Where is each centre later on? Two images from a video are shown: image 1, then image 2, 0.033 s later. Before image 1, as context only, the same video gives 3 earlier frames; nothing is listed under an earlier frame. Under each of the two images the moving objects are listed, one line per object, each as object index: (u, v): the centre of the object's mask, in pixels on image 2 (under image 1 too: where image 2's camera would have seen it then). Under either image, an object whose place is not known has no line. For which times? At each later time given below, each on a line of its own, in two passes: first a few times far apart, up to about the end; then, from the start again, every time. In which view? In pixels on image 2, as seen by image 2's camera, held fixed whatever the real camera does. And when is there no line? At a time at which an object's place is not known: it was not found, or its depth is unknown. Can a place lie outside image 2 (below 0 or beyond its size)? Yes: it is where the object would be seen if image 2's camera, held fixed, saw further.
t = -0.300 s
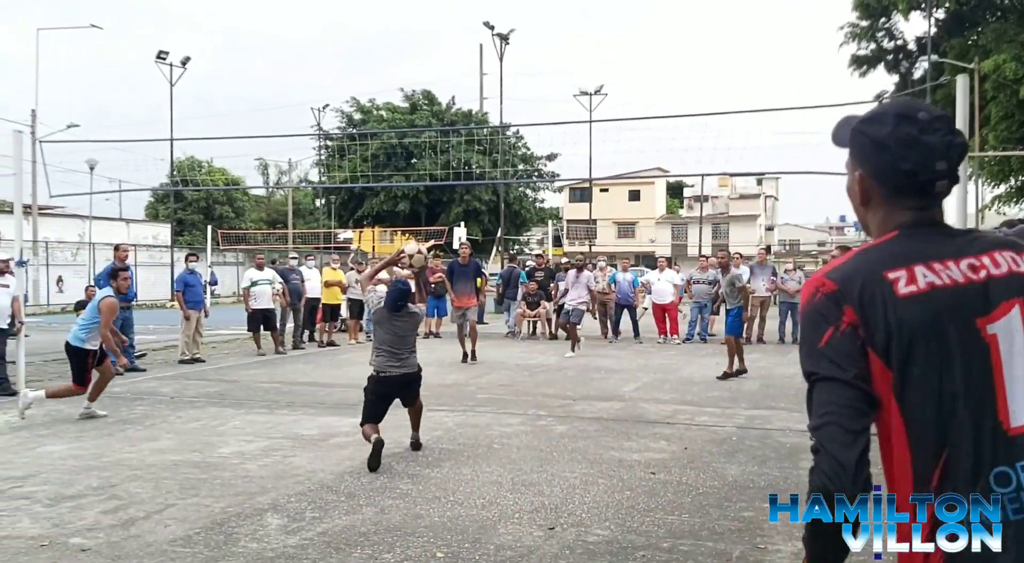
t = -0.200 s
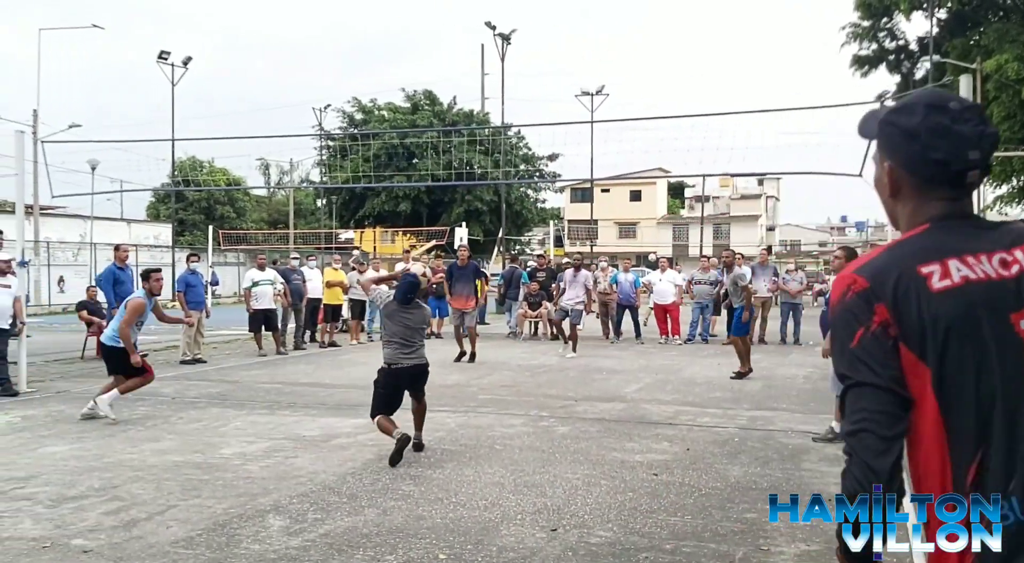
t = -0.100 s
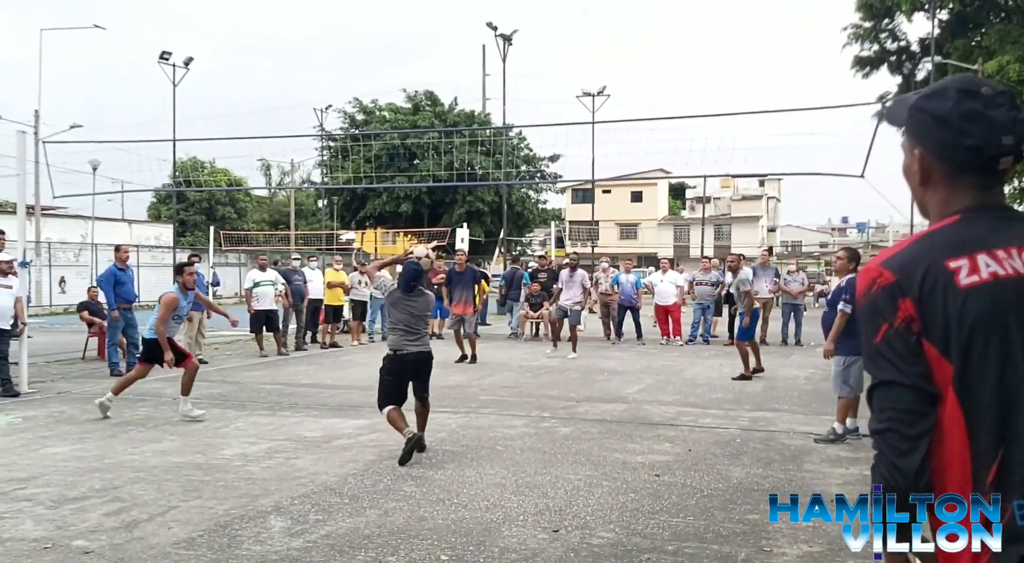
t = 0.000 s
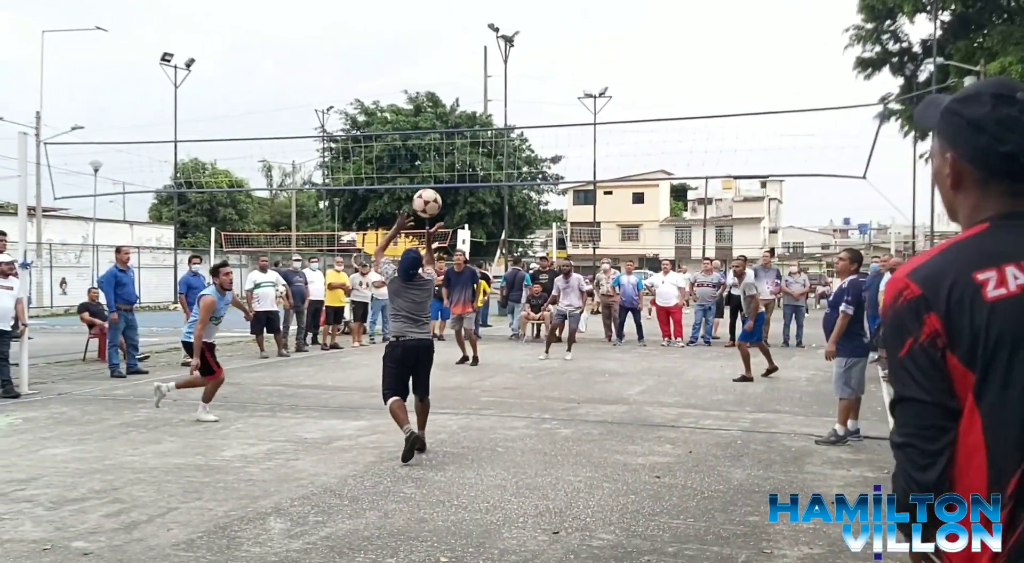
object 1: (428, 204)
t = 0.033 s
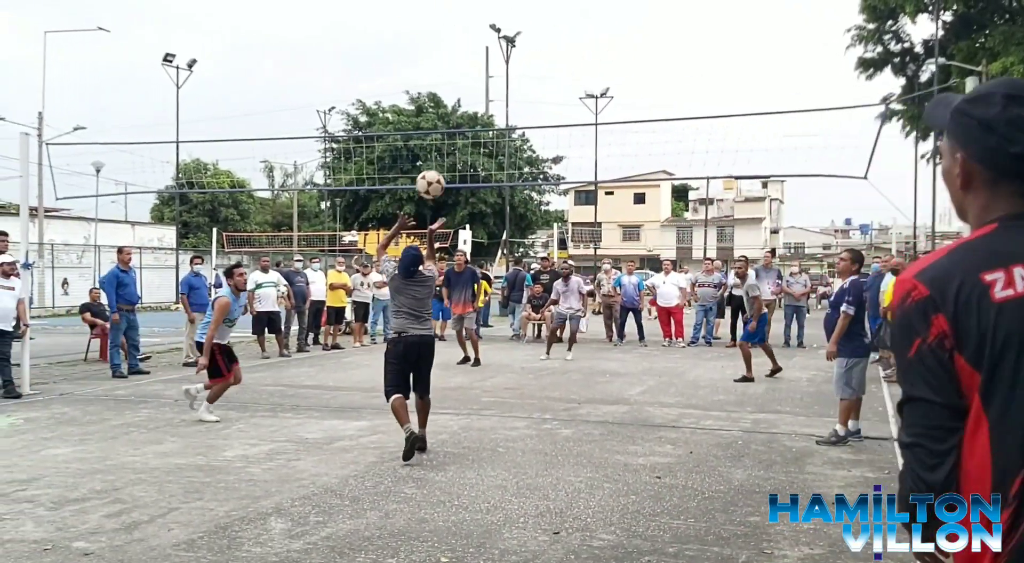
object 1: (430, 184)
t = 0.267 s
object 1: (442, 93)
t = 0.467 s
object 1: (450, 68)
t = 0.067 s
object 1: (431, 167)
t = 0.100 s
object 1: (433, 151)
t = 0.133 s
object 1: (435, 136)
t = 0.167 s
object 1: (437, 124)
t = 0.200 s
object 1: (438, 112)
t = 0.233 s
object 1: (440, 101)
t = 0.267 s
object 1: (442, 93)
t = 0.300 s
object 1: (444, 85)
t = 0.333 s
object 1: (445, 79)
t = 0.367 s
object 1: (447, 75)
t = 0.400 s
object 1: (448, 71)
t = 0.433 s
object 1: (449, 69)
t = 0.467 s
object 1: (450, 68)
